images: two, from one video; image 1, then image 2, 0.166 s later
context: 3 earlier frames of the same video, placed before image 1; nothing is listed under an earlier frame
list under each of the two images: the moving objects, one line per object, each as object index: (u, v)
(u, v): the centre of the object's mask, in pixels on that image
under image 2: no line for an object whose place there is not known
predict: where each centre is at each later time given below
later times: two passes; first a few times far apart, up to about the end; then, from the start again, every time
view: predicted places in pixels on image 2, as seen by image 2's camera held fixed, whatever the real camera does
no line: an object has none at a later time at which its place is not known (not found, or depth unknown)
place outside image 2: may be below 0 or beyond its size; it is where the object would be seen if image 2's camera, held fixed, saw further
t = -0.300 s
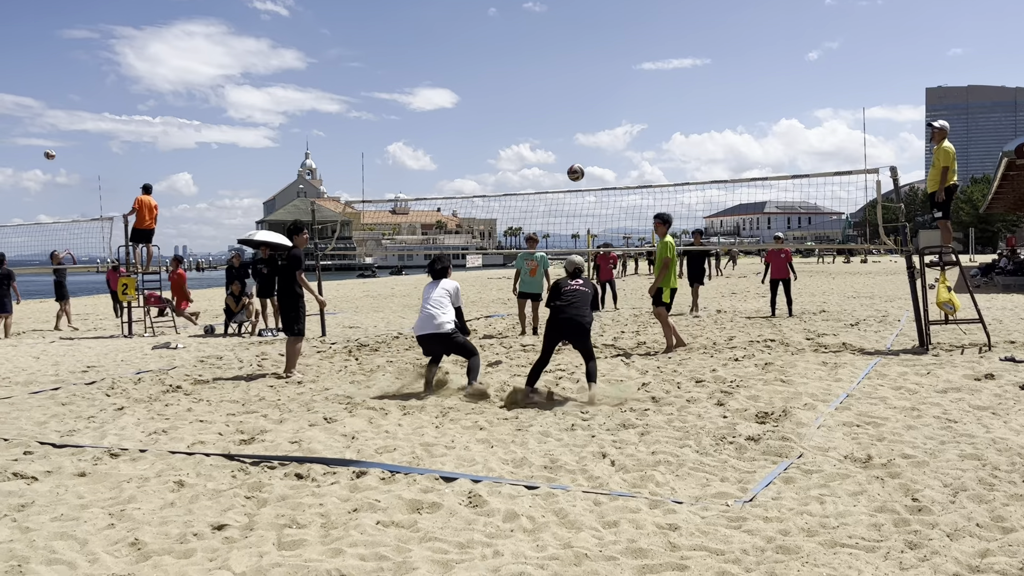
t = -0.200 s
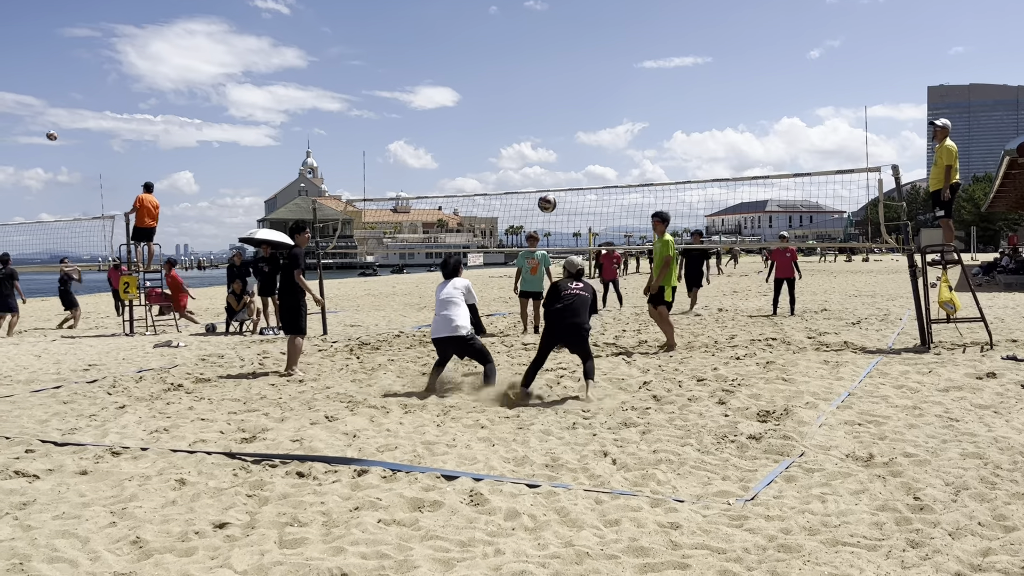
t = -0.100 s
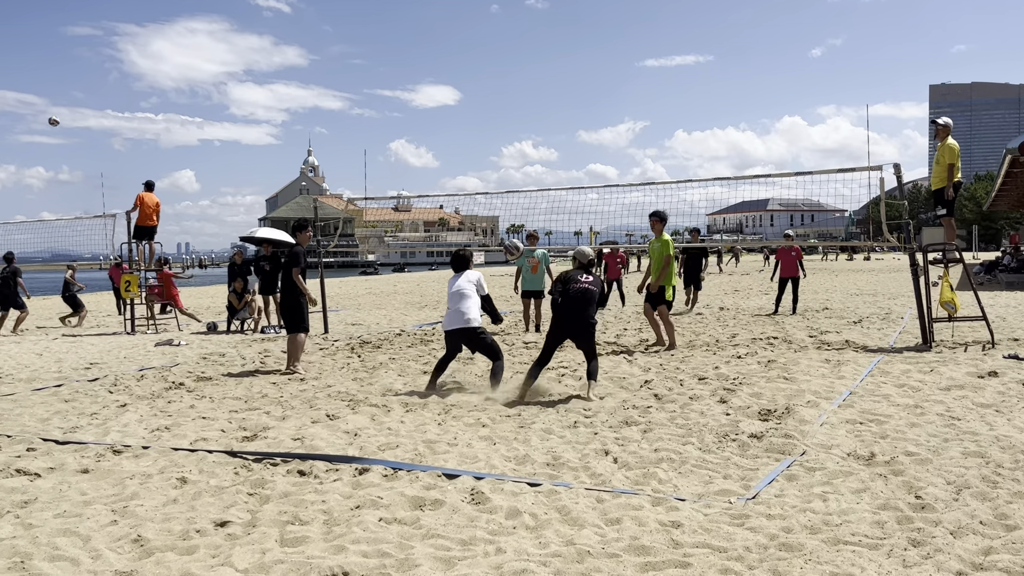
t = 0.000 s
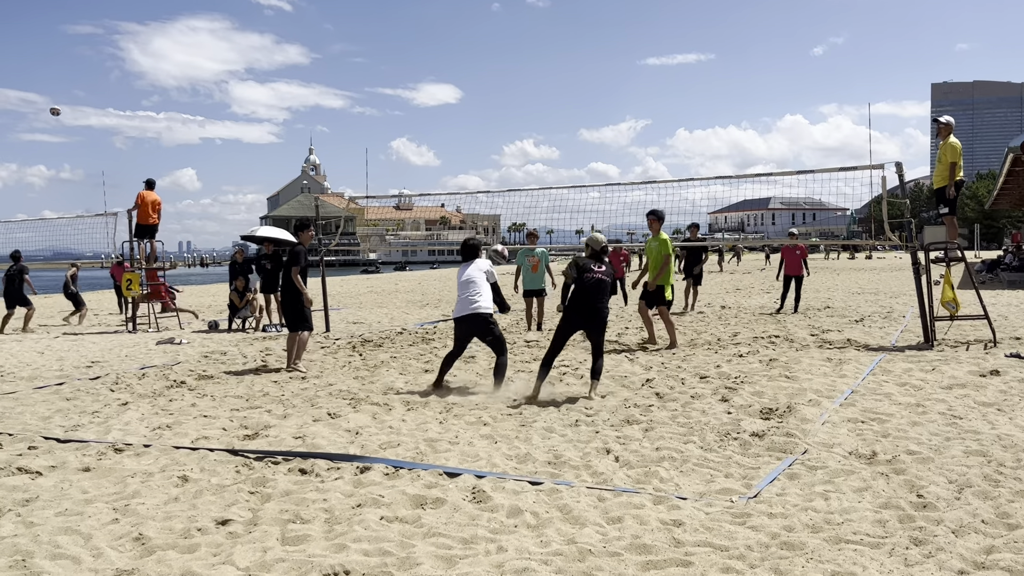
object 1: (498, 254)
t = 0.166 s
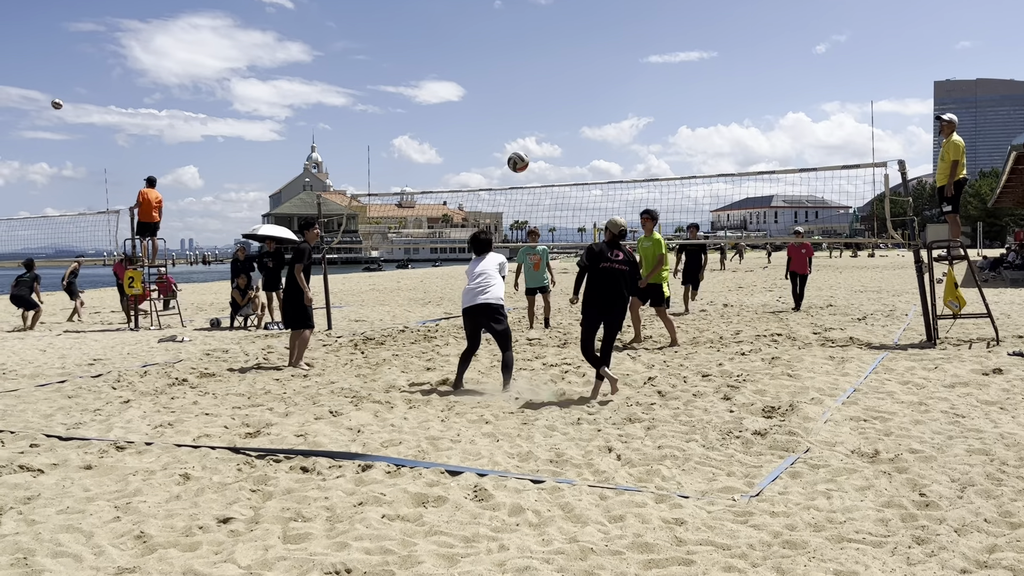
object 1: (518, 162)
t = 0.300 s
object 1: (533, 114)
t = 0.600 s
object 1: (559, 74)
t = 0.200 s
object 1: (522, 148)
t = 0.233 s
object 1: (525, 135)
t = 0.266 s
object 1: (529, 124)
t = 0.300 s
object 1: (533, 114)
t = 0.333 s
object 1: (536, 105)
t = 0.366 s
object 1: (539, 97)
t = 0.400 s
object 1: (543, 90)
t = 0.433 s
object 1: (546, 85)
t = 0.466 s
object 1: (549, 81)
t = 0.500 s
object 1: (551, 78)
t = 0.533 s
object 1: (554, 76)
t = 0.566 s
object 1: (557, 74)
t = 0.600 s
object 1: (559, 74)
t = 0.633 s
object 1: (562, 75)
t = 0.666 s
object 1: (565, 77)
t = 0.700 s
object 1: (567, 79)
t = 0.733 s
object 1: (570, 82)
